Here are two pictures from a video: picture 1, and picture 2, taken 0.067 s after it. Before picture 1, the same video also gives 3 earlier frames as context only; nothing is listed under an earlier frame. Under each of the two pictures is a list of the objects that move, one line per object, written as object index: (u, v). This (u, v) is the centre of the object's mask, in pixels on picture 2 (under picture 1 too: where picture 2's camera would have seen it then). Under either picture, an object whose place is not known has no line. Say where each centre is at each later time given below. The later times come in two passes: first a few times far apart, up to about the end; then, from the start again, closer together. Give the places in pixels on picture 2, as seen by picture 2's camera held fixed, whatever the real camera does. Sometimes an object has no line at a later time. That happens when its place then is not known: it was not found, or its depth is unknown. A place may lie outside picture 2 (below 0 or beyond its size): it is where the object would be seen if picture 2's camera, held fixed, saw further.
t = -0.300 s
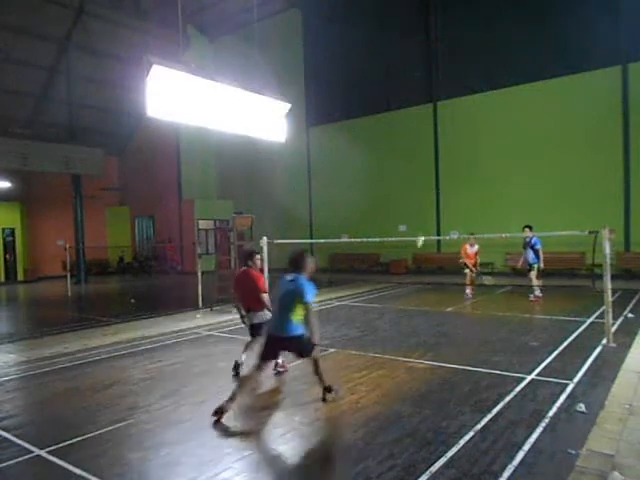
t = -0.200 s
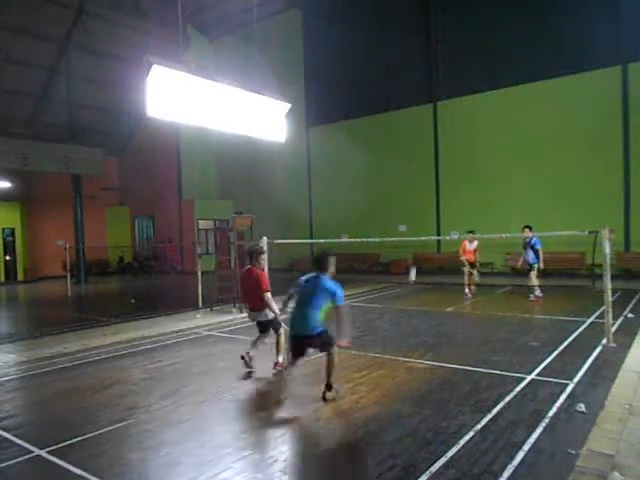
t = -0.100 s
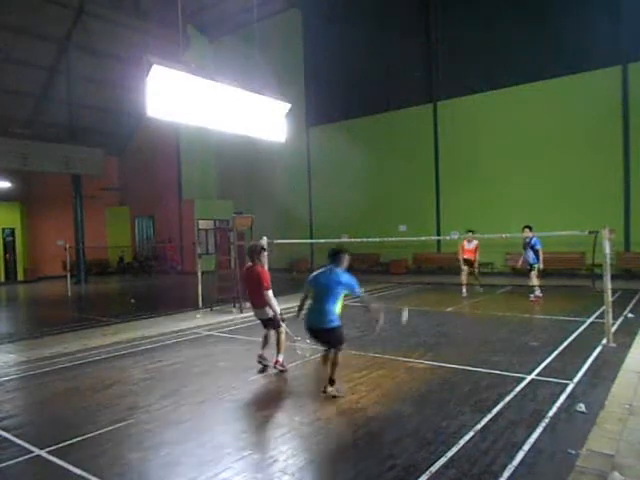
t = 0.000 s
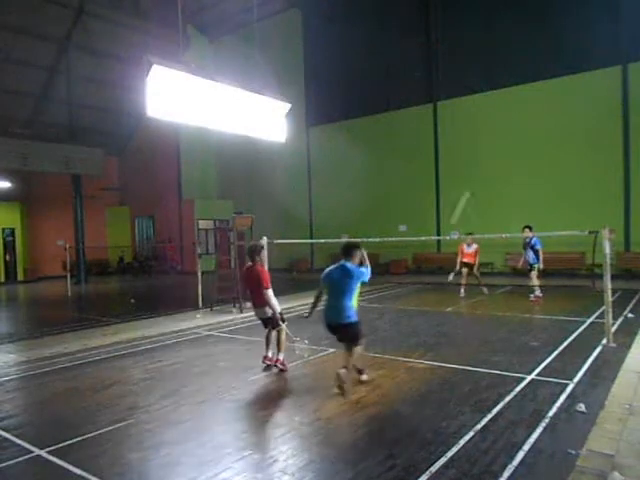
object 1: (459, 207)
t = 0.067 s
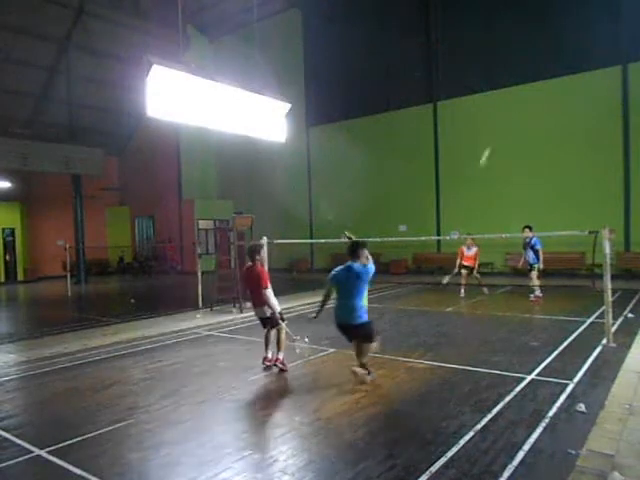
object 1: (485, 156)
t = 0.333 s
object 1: (524, 91)
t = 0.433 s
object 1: (531, 86)
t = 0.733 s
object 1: (548, 98)
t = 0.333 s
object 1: (524, 91)
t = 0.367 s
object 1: (527, 88)
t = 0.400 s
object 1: (530, 86)
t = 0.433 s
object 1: (531, 86)
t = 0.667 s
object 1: (545, 92)
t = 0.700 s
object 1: (547, 95)
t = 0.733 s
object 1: (548, 98)
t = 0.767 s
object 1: (551, 100)
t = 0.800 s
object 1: (552, 105)
